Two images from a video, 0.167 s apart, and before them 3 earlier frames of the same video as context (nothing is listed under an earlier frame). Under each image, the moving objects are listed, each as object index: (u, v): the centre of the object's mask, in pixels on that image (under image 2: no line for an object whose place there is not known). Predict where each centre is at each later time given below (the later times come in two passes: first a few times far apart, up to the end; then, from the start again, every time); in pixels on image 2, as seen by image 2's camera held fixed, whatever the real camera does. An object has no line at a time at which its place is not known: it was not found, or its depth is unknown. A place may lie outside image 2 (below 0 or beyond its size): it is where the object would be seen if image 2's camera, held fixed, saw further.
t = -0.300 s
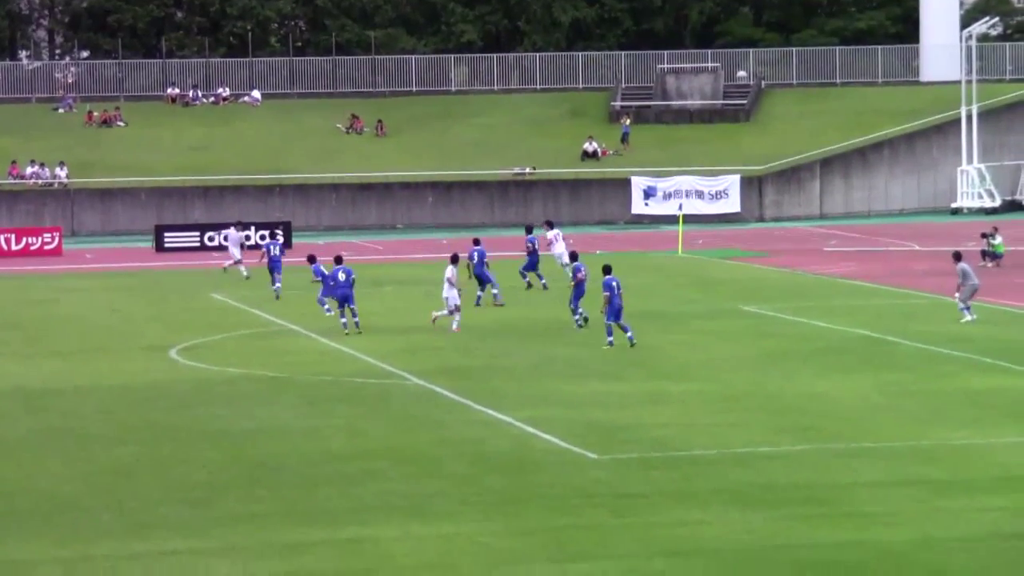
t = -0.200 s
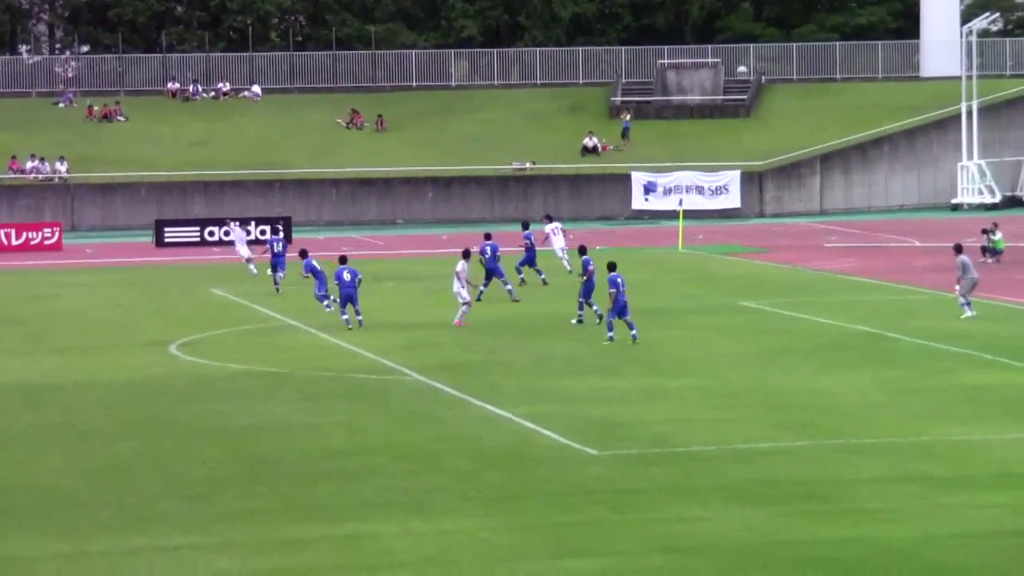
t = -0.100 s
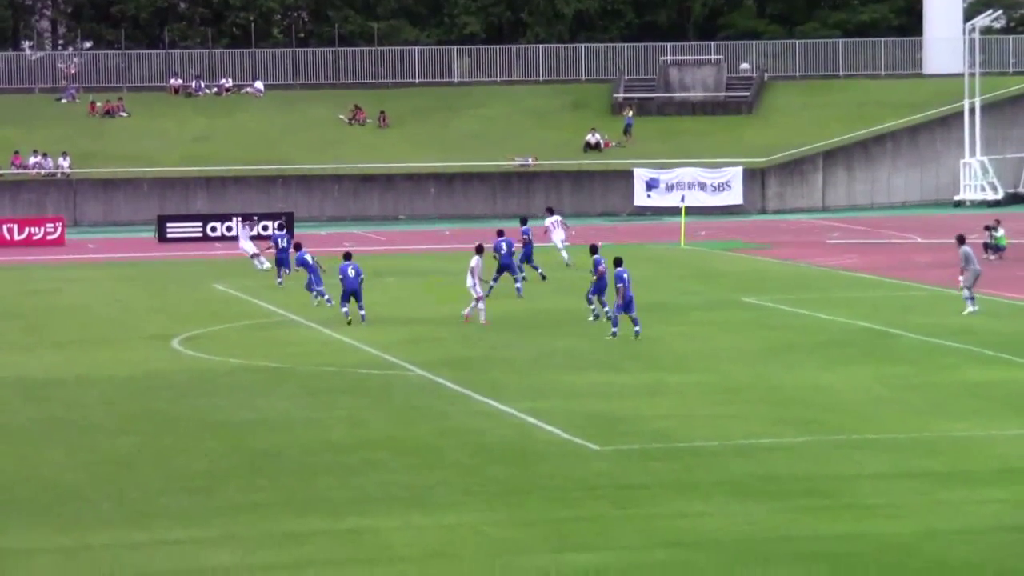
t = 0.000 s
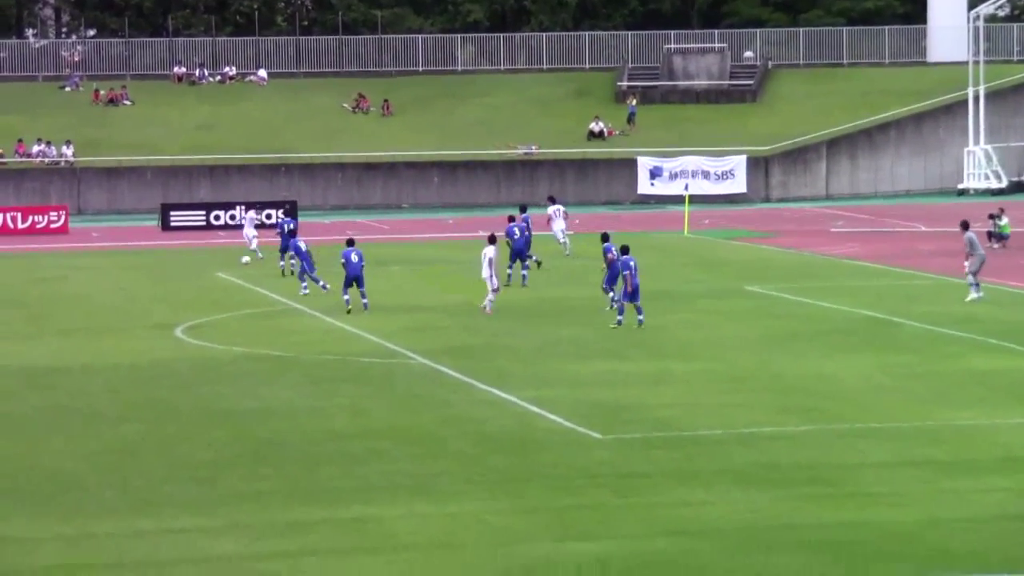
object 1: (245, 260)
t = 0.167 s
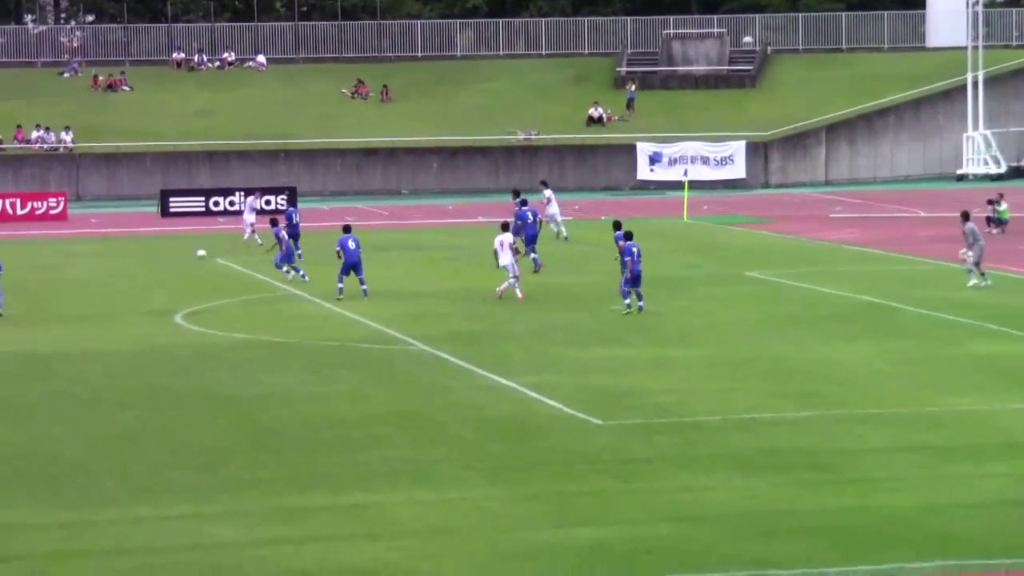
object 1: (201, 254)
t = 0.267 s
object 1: (173, 258)
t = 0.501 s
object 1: (107, 268)
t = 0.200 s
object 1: (192, 255)
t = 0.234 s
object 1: (182, 257)
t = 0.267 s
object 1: (173, 258)
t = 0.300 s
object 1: (164, 259)
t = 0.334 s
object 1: (154, 260)
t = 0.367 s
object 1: (144, 262)
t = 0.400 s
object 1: (135, 265)
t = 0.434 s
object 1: (126, 265)
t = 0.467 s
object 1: (117, 266)
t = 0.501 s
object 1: (107, 268)
